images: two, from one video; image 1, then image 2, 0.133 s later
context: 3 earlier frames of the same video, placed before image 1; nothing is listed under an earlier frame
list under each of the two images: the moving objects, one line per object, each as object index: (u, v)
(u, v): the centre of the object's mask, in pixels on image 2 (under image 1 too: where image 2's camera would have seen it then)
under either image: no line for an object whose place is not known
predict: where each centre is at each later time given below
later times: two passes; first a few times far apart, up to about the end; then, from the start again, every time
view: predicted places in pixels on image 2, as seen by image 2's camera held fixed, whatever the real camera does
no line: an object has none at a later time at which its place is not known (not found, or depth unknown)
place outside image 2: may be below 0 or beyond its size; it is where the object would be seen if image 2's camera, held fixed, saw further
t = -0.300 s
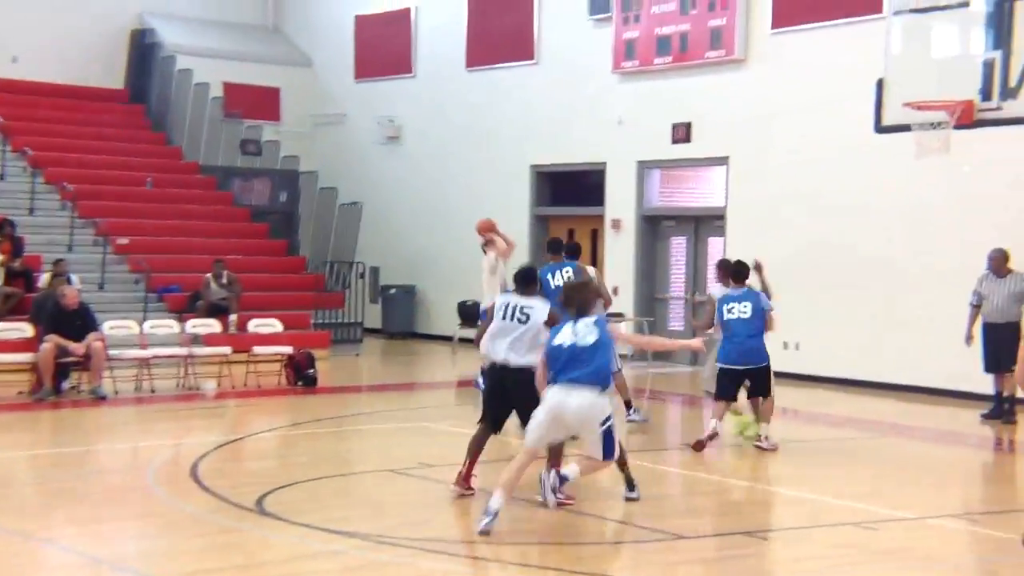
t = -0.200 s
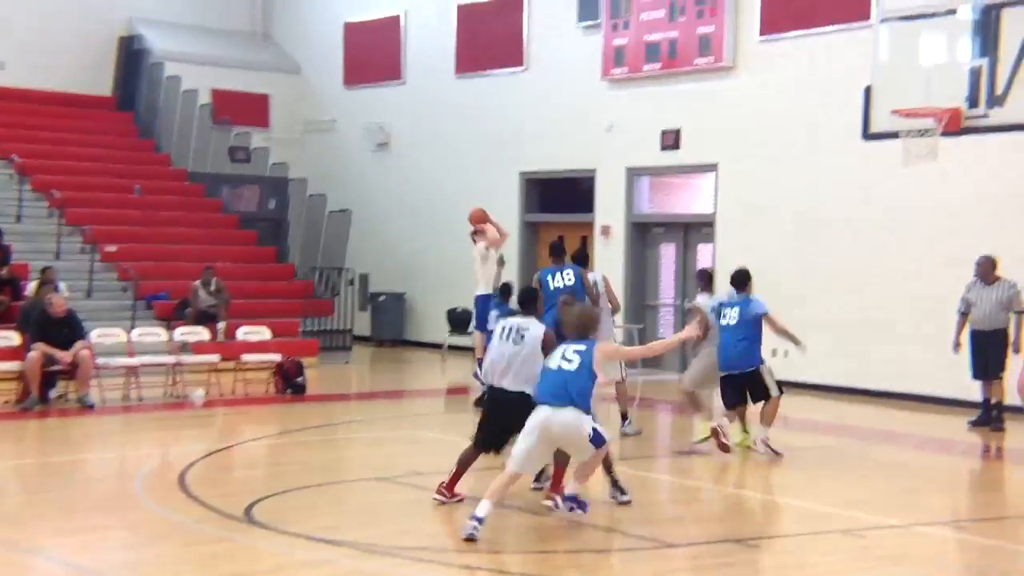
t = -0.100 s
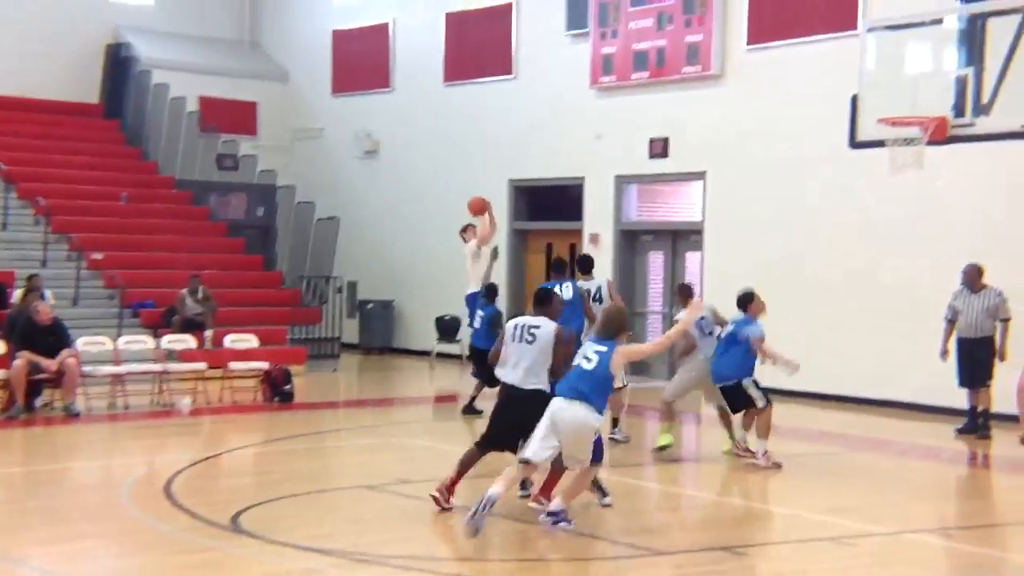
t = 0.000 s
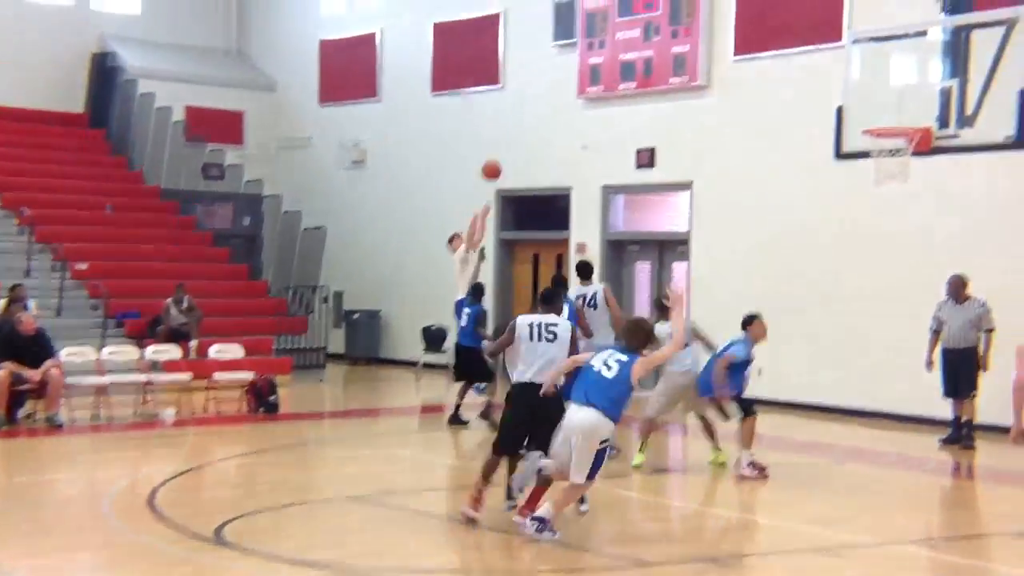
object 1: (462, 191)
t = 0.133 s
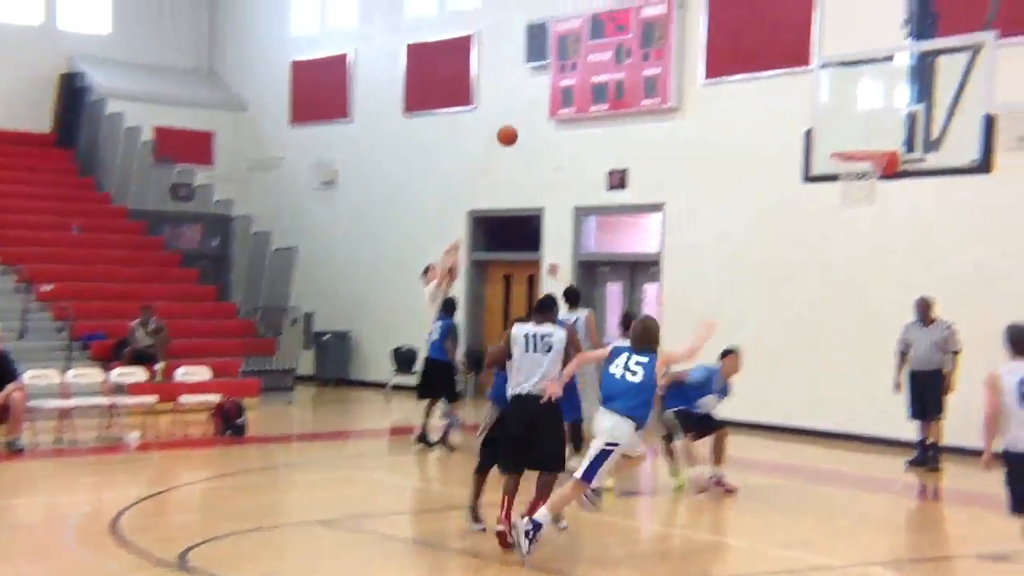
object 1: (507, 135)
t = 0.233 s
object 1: (541, 102)
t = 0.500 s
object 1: (641, 53)
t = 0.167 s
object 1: (518, 123)
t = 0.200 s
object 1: (530, 112)
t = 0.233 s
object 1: (541, 102)
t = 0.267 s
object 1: (553, 93)
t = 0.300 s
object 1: (566, 84)
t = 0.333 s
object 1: (579, 77)
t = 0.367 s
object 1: (591, 70)
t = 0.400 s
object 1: (603, 64)
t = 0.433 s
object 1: (616, 60)
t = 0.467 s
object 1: (630, 55)
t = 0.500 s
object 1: (641, 53)
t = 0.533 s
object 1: (655, 50)
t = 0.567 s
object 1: (668, 49)
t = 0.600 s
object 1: (682, 49)
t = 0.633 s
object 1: (695, 50)
